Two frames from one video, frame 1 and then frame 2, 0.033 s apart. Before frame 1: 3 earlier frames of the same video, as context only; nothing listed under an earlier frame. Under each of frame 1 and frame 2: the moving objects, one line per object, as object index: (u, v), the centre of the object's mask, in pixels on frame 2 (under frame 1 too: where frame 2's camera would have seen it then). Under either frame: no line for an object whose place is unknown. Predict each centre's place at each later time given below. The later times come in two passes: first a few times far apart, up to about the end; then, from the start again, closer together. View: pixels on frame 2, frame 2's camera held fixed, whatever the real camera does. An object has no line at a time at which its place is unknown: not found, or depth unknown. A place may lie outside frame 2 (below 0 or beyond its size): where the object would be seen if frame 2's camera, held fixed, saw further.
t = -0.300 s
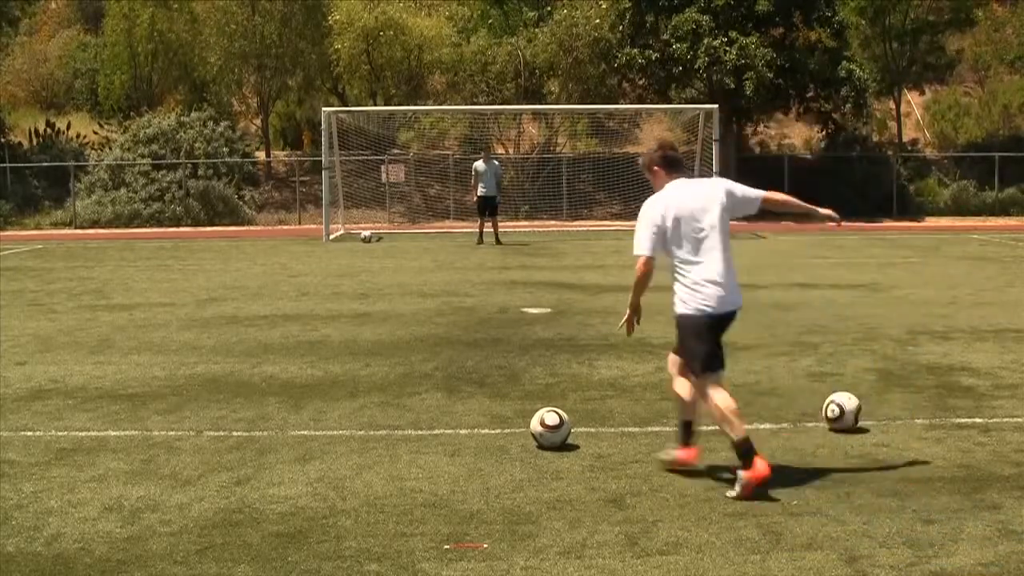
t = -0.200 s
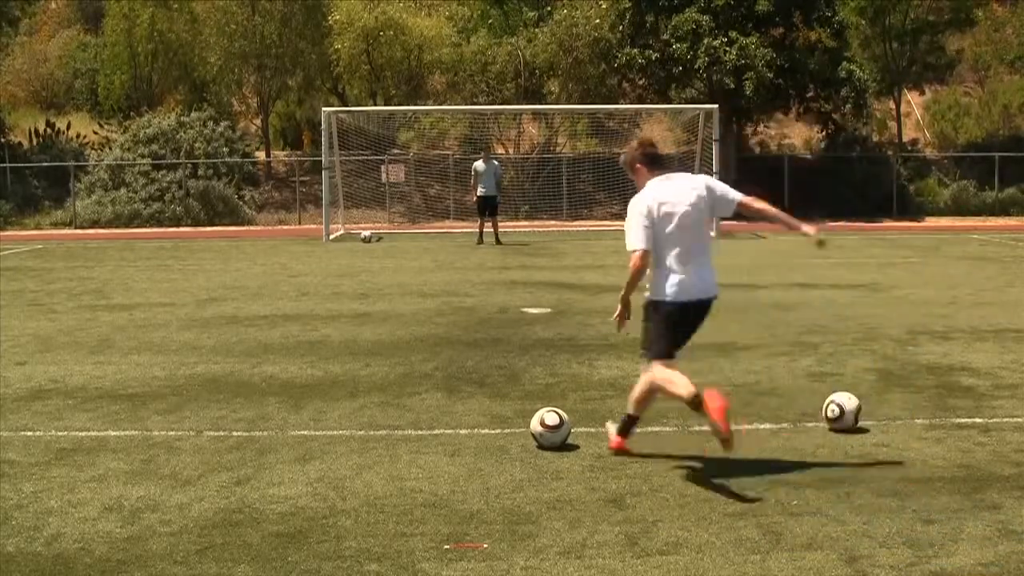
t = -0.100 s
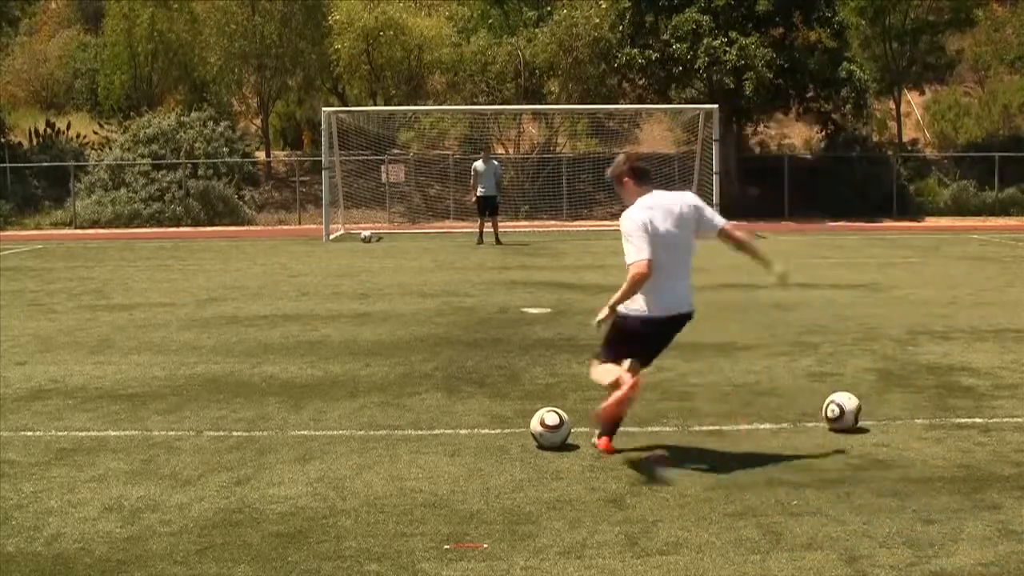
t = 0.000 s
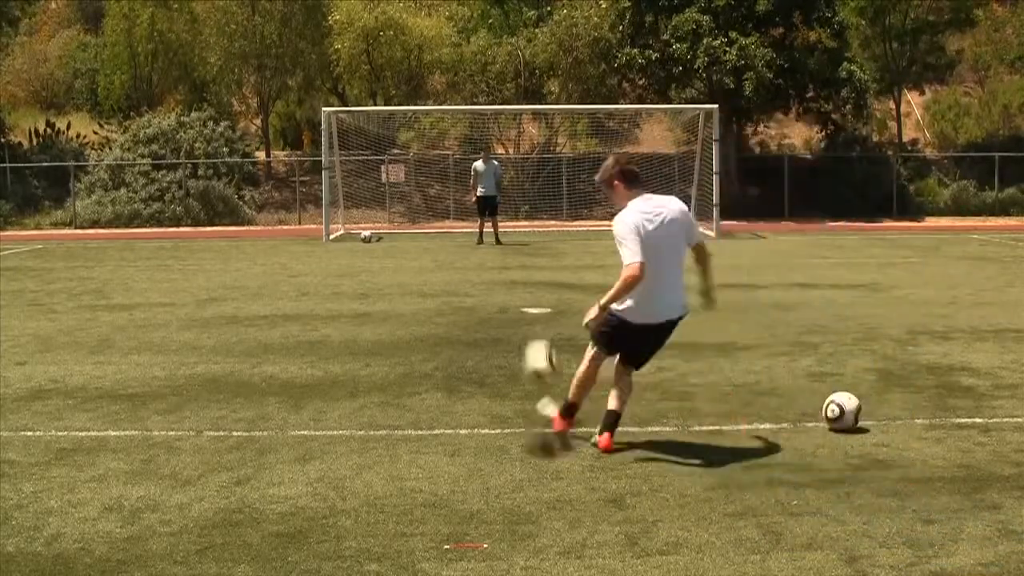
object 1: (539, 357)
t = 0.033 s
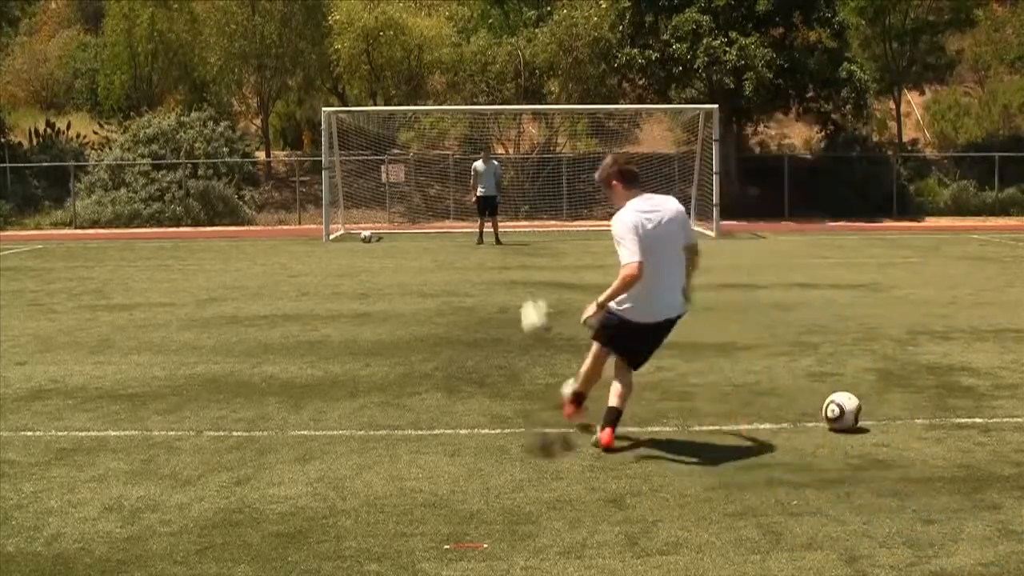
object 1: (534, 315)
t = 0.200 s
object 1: (521, 181)
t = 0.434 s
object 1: (516, 106)
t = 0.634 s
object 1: (519, 98)
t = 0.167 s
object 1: (523, 202)
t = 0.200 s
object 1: (521, 181)
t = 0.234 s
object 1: (520, 167)
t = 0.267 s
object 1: (517, 151)
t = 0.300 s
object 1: (516, 141)
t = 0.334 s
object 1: (518, 130)
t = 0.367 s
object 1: (515, 121)
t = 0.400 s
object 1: (516, 116)
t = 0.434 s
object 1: (516, 106)
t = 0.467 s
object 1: (517, 105)
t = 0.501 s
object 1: (517, 104)
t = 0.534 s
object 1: (517, 100)
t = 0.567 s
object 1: (518, 98)
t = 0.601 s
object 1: (518, 98)
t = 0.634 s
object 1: (519, 98)
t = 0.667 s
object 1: (519, 99)
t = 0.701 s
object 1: (520, 101)
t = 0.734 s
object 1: (521, 102)
